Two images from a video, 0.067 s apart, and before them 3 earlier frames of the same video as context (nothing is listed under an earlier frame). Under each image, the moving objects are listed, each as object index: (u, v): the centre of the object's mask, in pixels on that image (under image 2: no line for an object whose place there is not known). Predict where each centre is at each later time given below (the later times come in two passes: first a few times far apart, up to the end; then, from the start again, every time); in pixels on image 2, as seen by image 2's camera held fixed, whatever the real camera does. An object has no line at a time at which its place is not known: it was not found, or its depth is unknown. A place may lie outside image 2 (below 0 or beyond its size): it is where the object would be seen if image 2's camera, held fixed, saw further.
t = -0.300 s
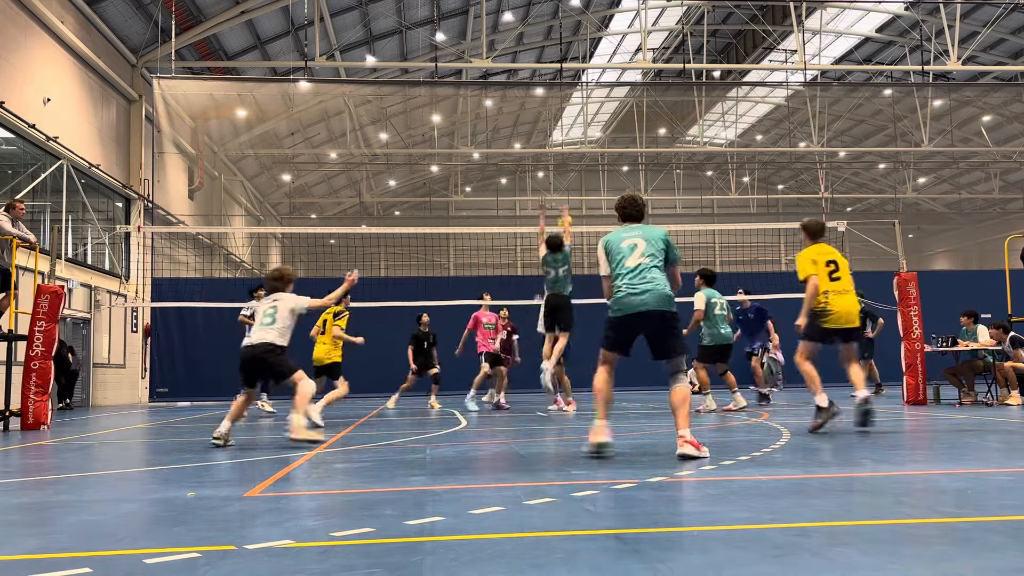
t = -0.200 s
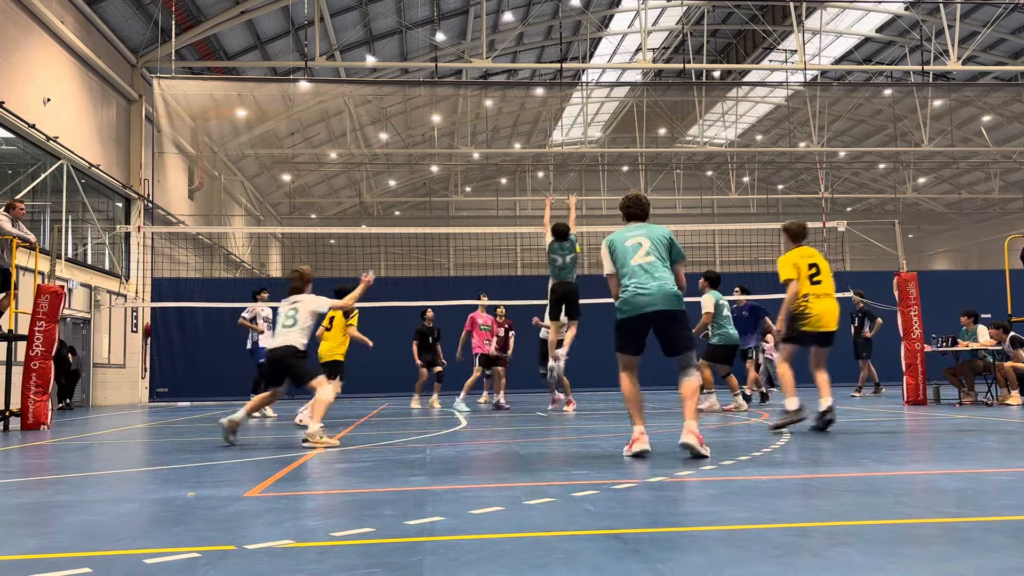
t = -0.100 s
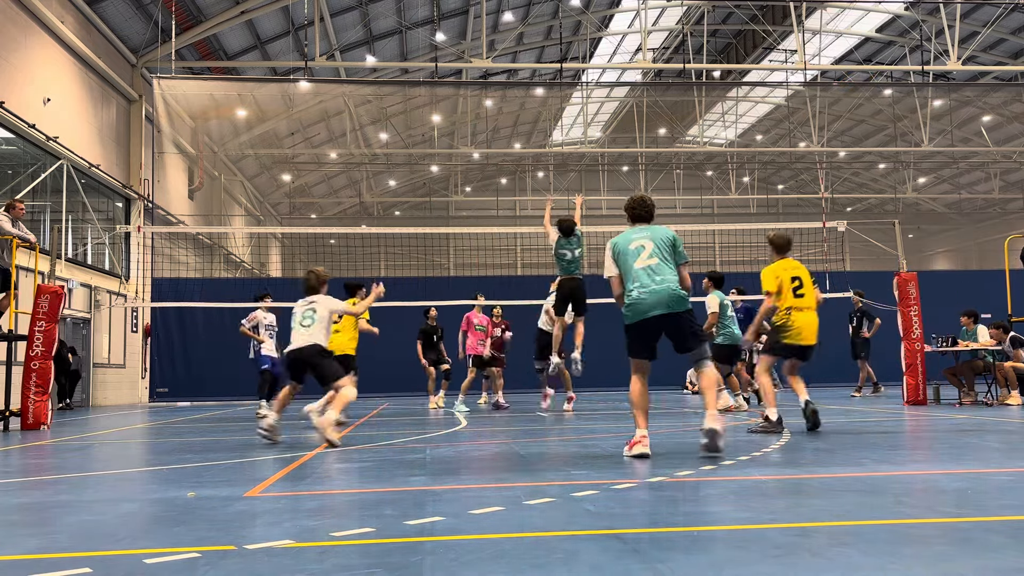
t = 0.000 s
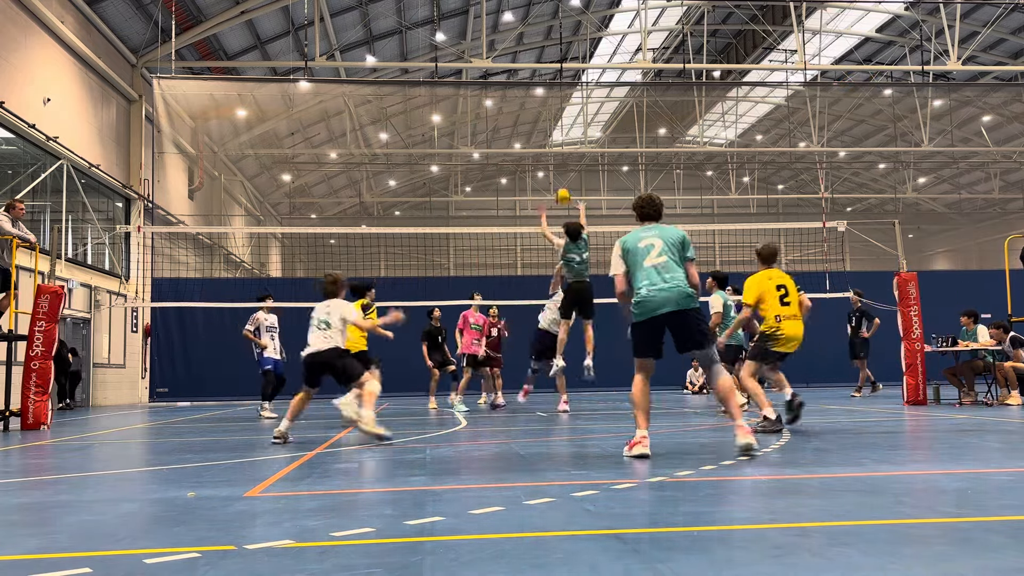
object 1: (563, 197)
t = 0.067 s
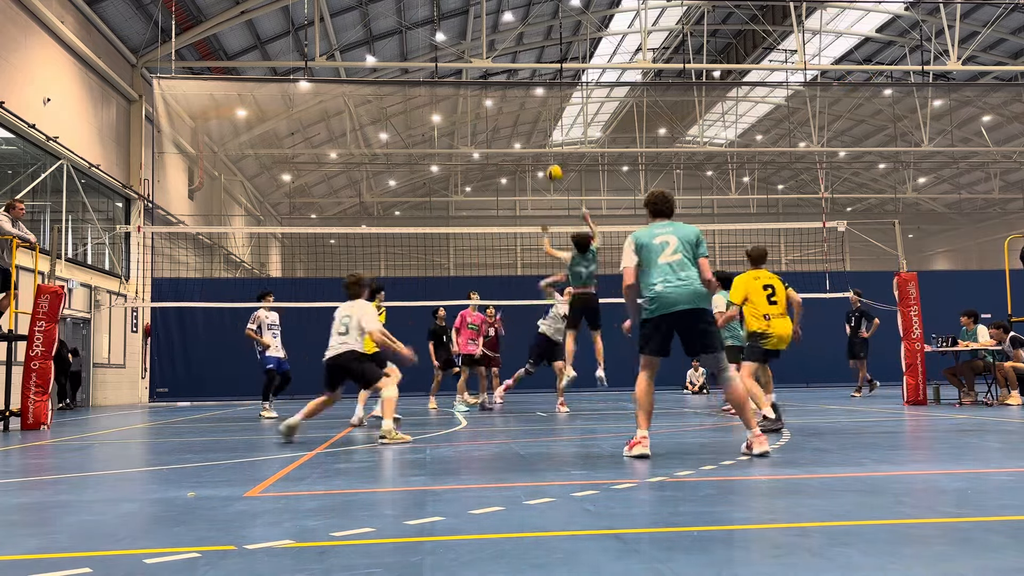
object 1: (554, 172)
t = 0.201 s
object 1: (544, 151)
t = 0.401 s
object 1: (528, 140)
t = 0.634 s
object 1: (510, 167)
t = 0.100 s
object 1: (552, 166)
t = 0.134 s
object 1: (550, 160)
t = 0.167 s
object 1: (546, 155)
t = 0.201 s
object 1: (544, 151)
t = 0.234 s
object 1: (541, 147)
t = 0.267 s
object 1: (538, 145)
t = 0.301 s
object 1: (537, 142)
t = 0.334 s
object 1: (533, 141)
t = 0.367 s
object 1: (531, 139)
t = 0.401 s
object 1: (528, 140)
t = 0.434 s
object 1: (525, 142)
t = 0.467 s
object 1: (523, 144)
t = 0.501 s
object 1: (520, 146)
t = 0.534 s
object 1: (517, 150)
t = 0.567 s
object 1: (514, 155)
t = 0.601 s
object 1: (512, 161)
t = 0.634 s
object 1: (510, 167)
